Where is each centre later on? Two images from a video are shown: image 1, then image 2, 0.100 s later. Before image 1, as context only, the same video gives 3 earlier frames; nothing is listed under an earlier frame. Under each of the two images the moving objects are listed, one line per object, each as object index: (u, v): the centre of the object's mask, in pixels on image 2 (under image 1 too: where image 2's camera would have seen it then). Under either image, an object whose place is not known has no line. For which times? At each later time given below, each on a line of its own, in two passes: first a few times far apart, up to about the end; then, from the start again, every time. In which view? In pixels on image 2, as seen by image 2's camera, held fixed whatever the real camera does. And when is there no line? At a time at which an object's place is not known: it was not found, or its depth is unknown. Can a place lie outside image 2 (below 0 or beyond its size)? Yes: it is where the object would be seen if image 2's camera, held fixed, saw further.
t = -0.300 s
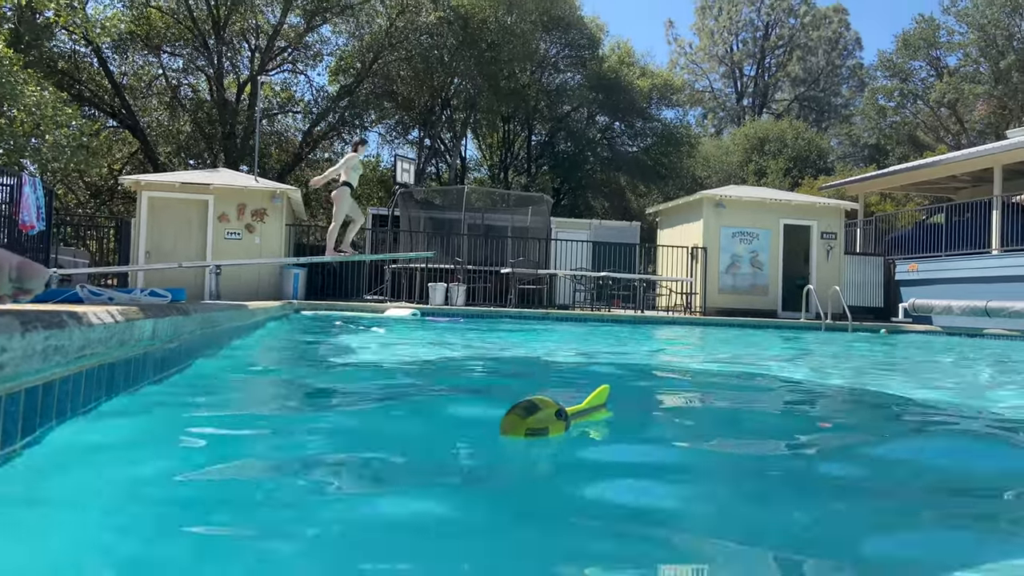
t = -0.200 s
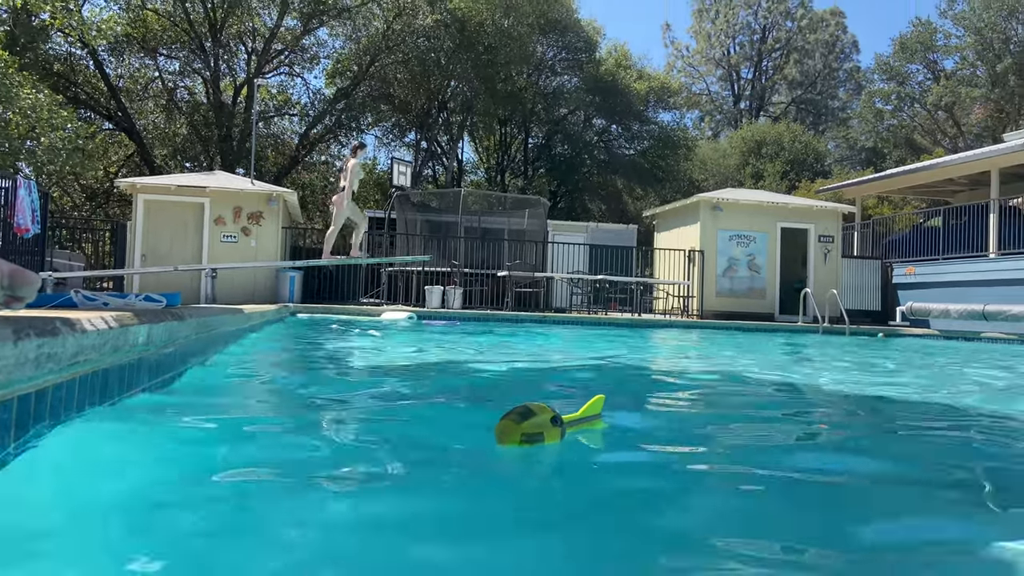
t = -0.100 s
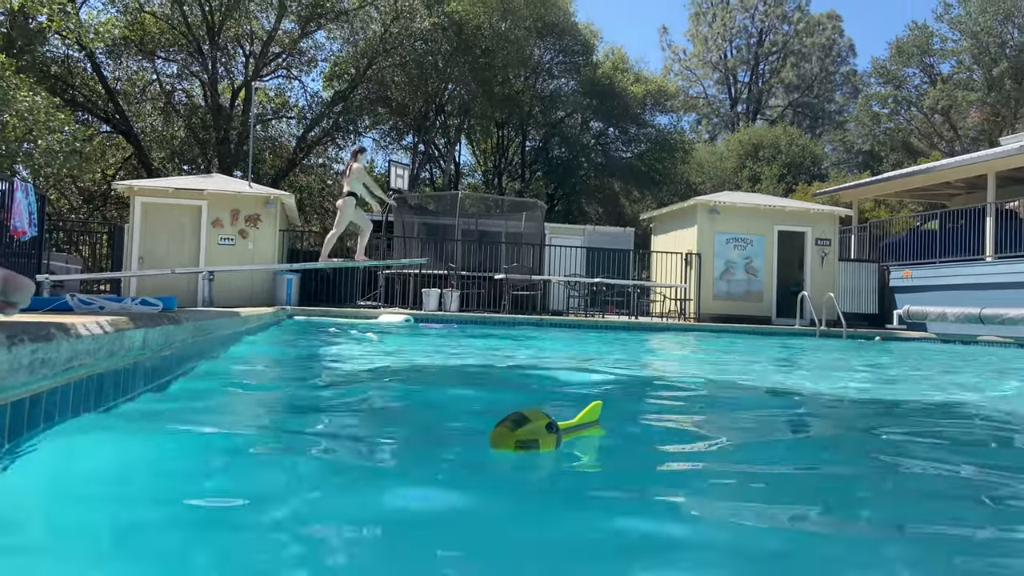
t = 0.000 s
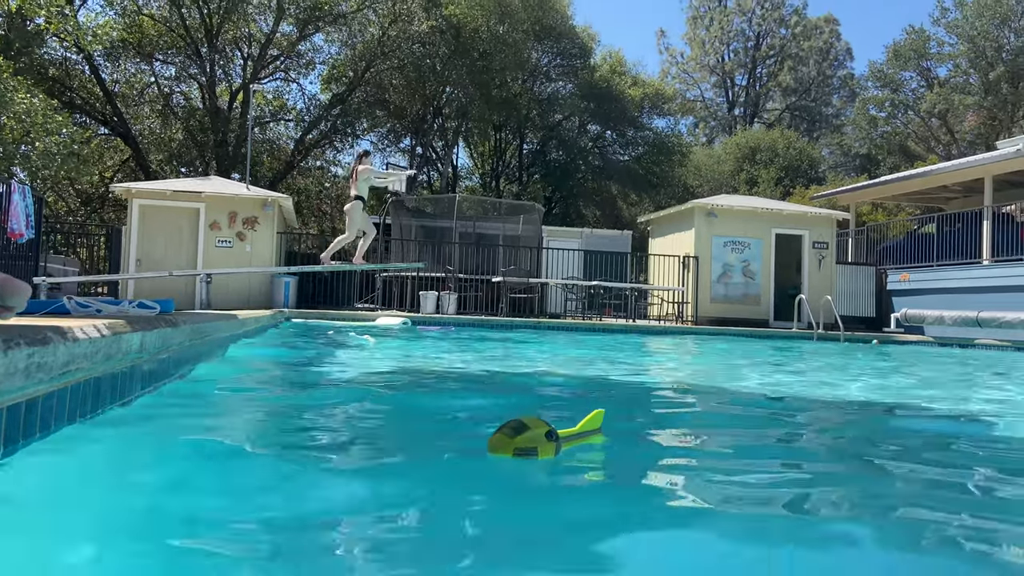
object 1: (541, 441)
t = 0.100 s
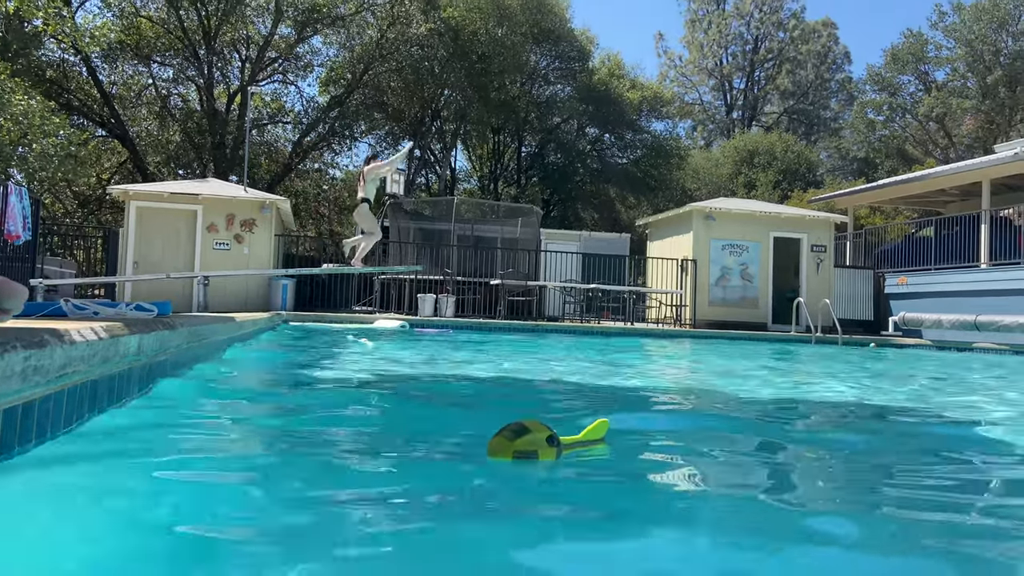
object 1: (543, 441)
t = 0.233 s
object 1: (540, 435)
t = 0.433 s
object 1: (525, 431)
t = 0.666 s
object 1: (524, 428)
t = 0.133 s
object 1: (545, 439)
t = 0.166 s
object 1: (543, 438)
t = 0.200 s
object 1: (542, 436)
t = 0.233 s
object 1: (540, 435)
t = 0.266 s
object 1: (538, 434)
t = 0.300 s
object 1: (535, 433)
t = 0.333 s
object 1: (532, 432)
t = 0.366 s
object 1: (530, 431)
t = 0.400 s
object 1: (527, 431)
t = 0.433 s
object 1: (525, 431)
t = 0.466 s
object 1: (523, 431)
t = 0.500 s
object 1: (522, 431)
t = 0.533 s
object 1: (522, 431)
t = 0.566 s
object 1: (523, 430)
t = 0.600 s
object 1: (523, 430)
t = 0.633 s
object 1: (524, 430)
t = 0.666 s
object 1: (524, 428)
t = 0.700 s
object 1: (525, 428)
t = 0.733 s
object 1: (527, 427)
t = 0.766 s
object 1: (527, 428)
